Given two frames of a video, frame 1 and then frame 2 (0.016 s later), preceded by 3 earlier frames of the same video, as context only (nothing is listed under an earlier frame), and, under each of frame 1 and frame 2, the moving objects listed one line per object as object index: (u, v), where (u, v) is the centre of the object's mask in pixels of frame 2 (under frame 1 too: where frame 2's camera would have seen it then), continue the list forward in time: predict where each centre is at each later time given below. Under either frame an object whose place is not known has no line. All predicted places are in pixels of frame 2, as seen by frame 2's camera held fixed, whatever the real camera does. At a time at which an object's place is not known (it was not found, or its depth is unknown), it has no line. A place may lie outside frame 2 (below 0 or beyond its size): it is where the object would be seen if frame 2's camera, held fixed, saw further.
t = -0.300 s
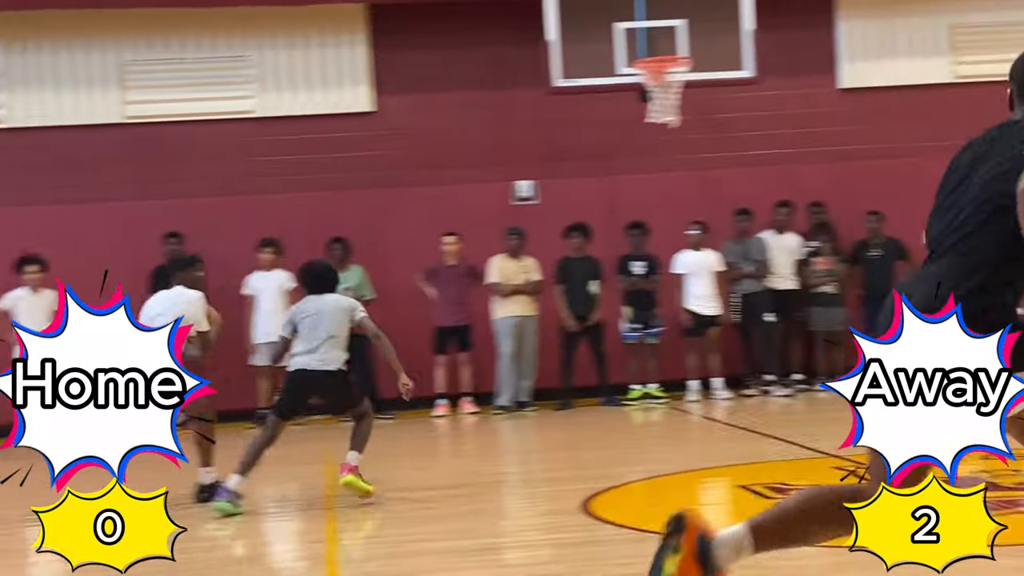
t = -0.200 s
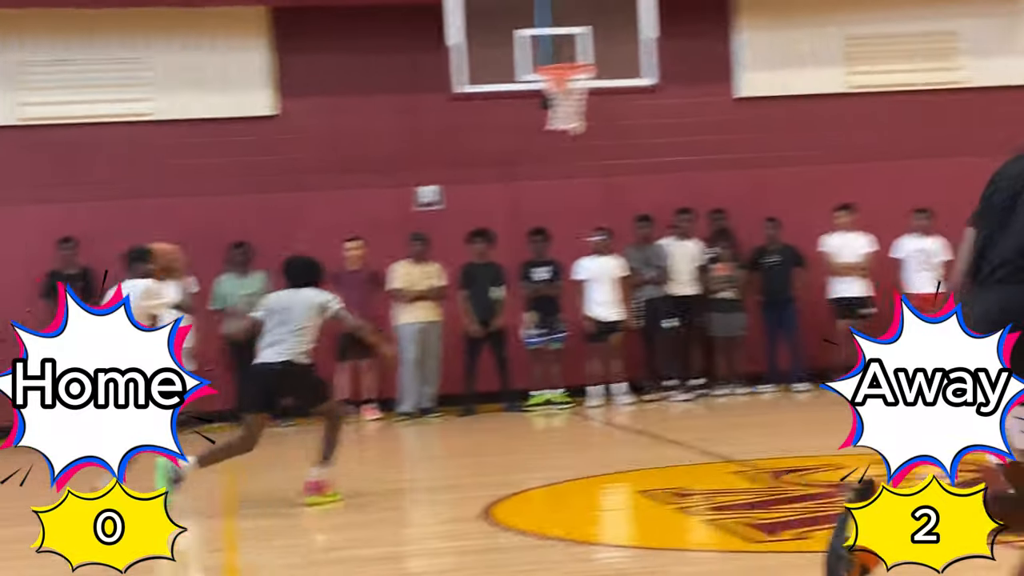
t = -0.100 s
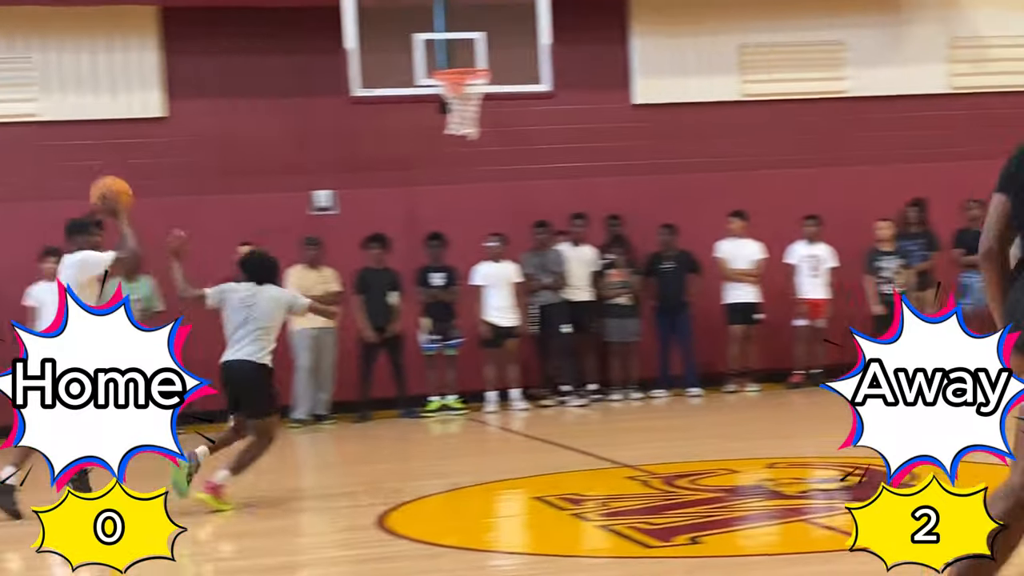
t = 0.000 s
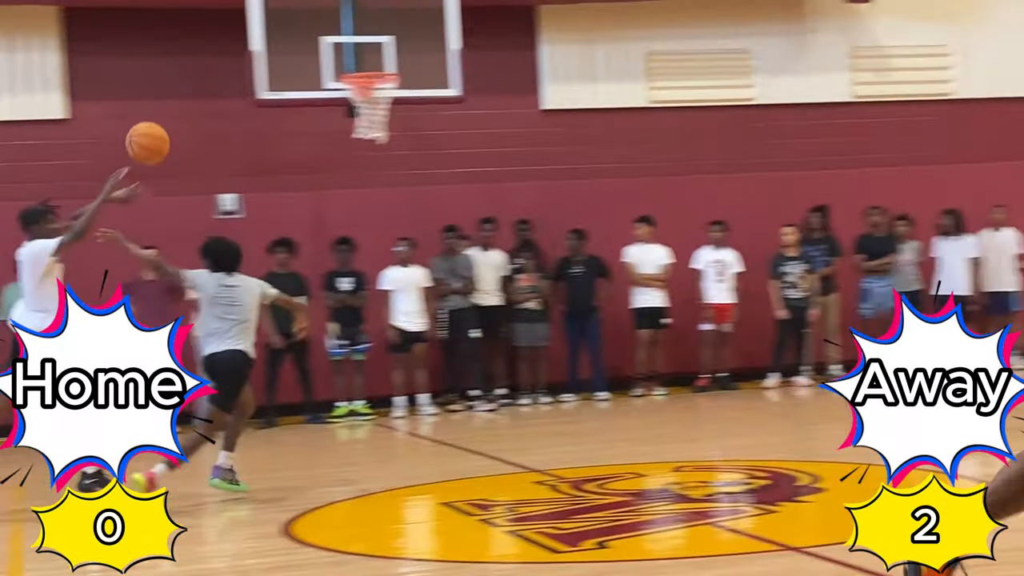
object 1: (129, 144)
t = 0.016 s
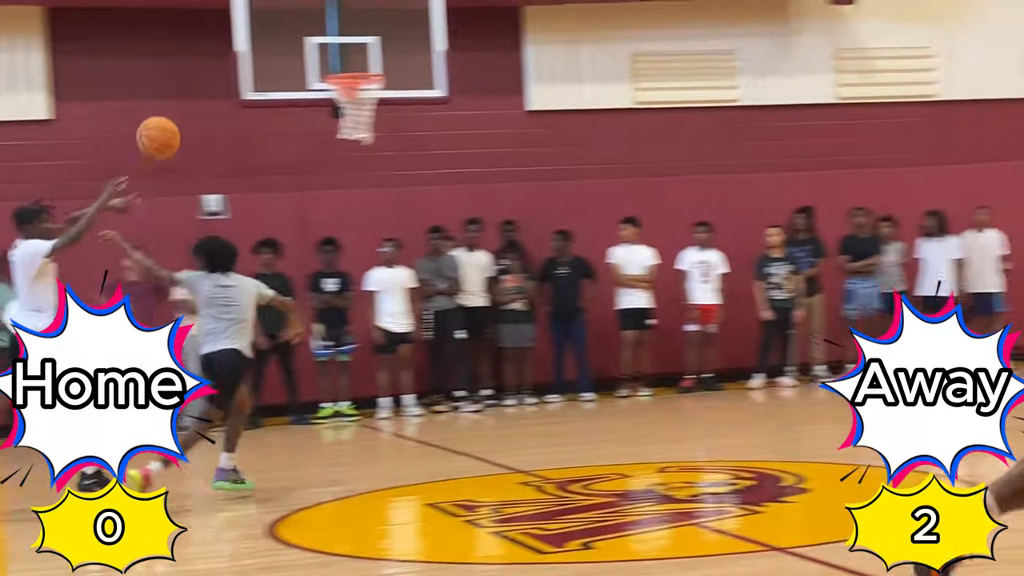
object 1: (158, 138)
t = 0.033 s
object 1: (187, 133)
